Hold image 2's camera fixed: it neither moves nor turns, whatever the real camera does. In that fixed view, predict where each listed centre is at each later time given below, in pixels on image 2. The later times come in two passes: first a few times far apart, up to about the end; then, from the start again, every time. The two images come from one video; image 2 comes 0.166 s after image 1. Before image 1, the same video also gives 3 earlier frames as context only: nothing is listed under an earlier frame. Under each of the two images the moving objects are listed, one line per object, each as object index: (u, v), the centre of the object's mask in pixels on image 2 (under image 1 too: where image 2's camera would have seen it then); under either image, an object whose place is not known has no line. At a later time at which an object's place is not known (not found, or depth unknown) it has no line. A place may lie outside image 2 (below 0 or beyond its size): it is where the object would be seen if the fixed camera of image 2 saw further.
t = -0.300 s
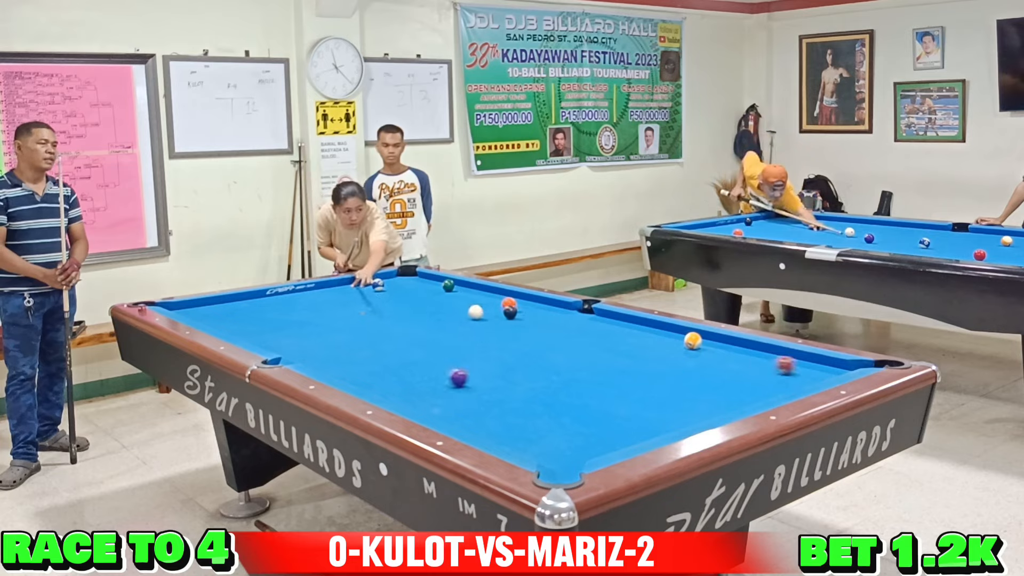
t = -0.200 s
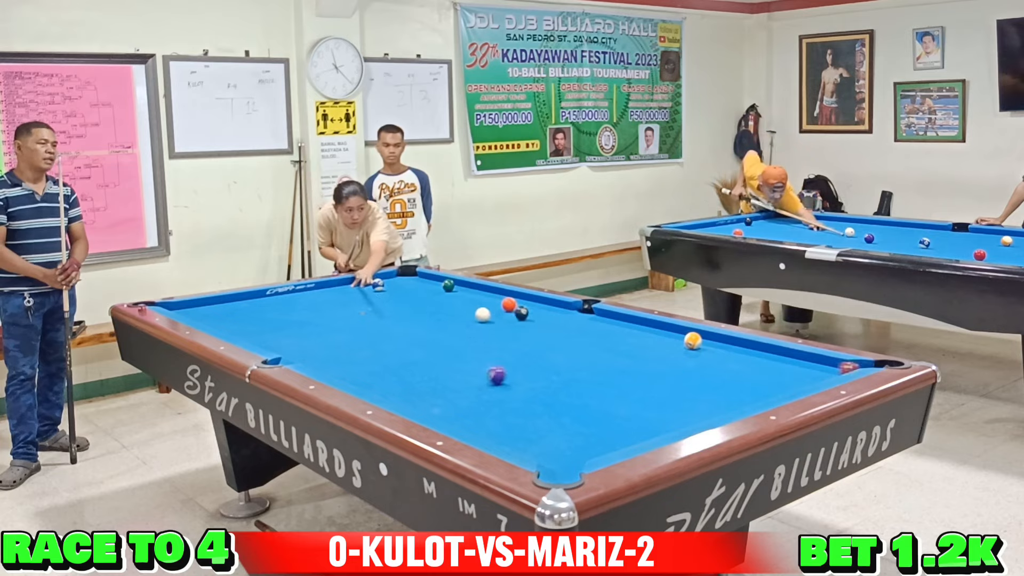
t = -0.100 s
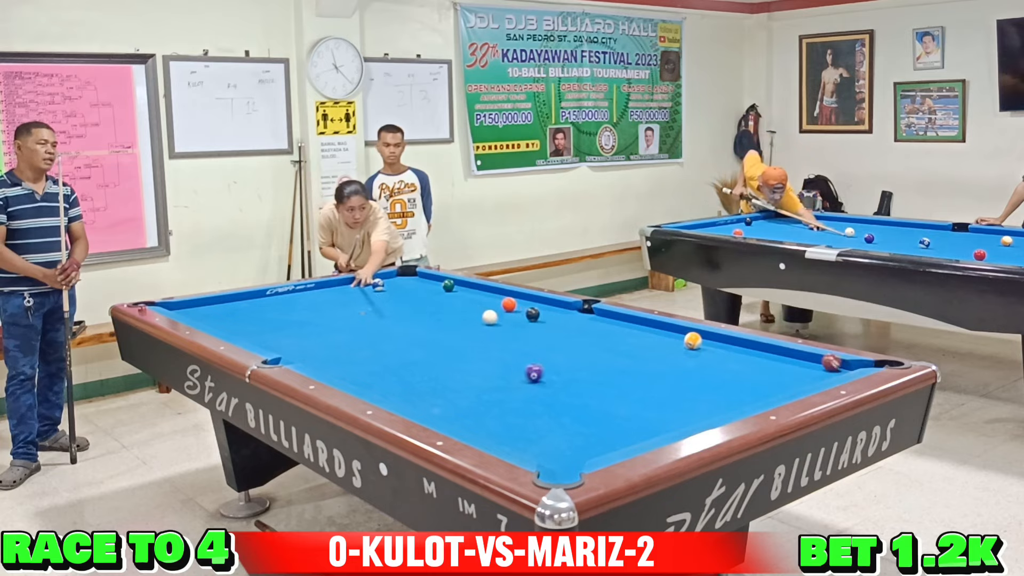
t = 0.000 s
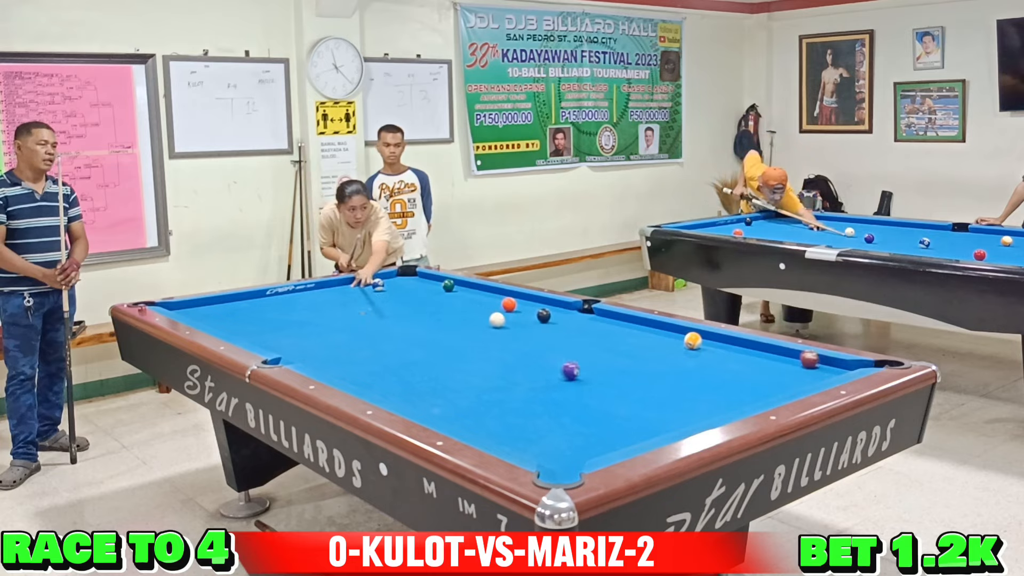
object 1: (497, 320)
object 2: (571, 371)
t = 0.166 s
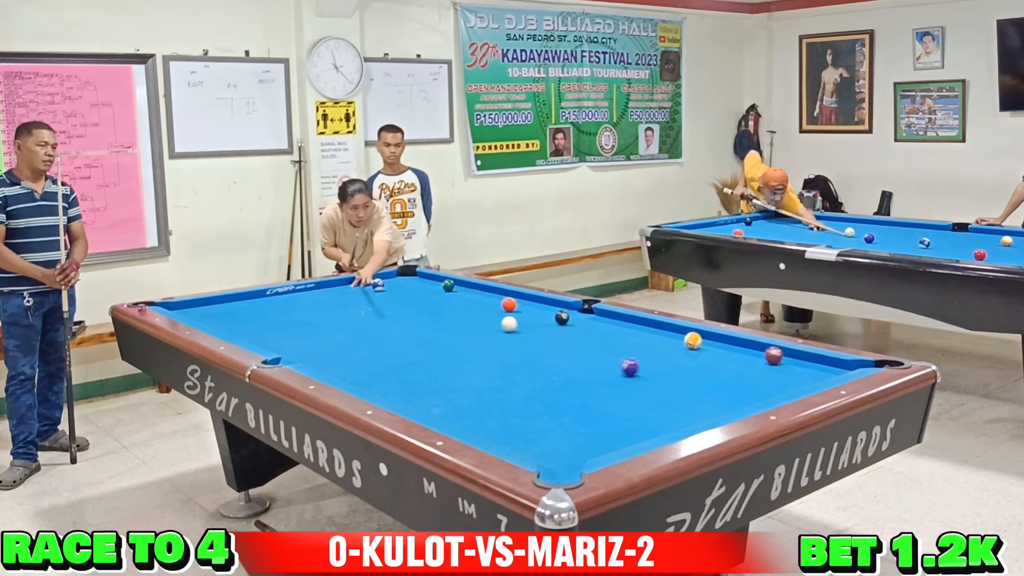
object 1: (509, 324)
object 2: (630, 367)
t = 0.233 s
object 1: (514, 326)
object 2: (653, 366)
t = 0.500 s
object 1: (534, 333)
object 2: (741, 360)
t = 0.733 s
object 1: (551, 339)
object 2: (805, 357)
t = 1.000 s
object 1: (571, 347)
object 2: (795, 366)
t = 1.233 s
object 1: (587, 352)
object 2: (787, 374)
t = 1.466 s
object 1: (605, 359)
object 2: (778, 382)
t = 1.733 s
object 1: (626, 366)
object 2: (768, 390)
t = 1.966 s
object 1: (643, 372)
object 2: (759, 396)
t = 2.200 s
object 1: (659, 379)
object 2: (749, 401)
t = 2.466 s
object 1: (679, 385)
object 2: (731, 405)
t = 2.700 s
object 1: (695, 391)
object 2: (717, 408)
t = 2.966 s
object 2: (705, 411)
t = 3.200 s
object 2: (694, 414)
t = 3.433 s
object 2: (684, 415)
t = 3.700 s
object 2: (676, 417)
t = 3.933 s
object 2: (671, 418)
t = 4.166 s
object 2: (668, 418)
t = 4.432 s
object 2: (667, 419)
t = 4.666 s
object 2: (667, 419)
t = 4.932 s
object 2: (667, 419)
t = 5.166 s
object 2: (667, 419)
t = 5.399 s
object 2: (667, 419)
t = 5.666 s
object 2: (667, 419)
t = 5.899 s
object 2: (667, 419)
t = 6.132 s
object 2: (667, 419)
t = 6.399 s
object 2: (667, 419)
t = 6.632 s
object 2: (667, 419)
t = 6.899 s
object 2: (667, 419)
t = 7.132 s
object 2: (667, 419)
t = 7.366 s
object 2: (667, 419)
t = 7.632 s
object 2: (667, 419)
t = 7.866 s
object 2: (667, 419)
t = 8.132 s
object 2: (667, 419)
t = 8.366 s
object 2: (667, 418)
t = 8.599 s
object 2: (667, 419)
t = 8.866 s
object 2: (667, 419)
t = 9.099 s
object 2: (667, 419)
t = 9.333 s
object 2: (667, 419)
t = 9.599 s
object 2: (667, 419)
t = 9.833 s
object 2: (667, 419)
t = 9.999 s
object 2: (667, 419)
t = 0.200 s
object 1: (511, 325)
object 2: (641, 366)
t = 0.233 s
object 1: (514, 326)
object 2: (653, 366)
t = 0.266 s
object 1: (516, 327)
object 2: (664, 365)
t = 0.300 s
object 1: (519, 328)
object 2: (675, 364)
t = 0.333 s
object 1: (521, 329)
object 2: (687, 363)
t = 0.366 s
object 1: (524, 330)
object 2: (698, 363)
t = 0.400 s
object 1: (526, 330)
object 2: (709, 362)
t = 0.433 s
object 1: (529, 331)
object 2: (720, 361)
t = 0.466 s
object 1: (531, 332)
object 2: (731, 361)
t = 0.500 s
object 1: (534, 333)
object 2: (741, 360)
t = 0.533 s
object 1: (536, 334)
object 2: (752, 360)
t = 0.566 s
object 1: (539, 335)
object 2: (763, 359)
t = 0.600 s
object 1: (541, 336)
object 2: (774, 358)
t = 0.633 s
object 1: (544, 337)
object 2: (784, 358)
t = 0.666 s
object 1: (546, 337)
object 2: (794, 357)
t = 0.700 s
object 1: (549, 338)
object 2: (805, 357)
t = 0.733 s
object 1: (551, 339)
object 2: (805, 357)
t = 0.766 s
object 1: (554, 340)
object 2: (804, 359)
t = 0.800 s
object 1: (556, 341)
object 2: (802, 360)
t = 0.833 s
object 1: (559, 342)
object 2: (801, 361)
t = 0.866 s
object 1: (561, 343)
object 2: (800, 362)
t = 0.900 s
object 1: (564, 344)
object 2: (799, 363)
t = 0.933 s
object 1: (566, 345)
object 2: (797, 364)
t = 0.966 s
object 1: (569, 345)
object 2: (796, 365)
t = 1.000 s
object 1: (571, 347)
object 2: (795, 366)
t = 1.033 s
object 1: (574, 347)
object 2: (794, 368)
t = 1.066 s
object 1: (575, 348)
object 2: (793, 368)
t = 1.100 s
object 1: (577, 349)
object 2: (792, 369)
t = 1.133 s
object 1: (580, 350)
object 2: (790, 370)
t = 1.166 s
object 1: (583, 351)
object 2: (789, 371)
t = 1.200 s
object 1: (585, 351)
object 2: (788, 373)
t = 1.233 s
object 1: (587, 352)
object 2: (787, 374)
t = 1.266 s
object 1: (590, 353)
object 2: (785, 375)
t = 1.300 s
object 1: (593, 354)
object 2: (784, 376)
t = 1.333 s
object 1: (595, 355)
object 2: (783, 377)
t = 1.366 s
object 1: (598, 356)
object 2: (782, 378)
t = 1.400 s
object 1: (600, 357)
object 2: (780, 380)
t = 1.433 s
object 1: (603, 358)
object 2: (779, 381)
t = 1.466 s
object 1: (605, 359)
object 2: (778, 382)
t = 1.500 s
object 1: (608, 360)
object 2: (777, 383)
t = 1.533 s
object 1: (610, 361)
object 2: (776, 384)
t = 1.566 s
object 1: (613, 362)
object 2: (774, 385)
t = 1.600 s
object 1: (615, 362)
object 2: (773, 386)
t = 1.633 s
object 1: (618, 363)
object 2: (772, 387)
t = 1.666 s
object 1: (621, 364)
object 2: (770, 388)
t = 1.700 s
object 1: (623, 365)
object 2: (769, 389)
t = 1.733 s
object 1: (626, 366)
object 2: (768, 390)
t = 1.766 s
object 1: (628, 367)
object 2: (767, 391)
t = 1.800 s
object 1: (630, 368)
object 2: (765, 392)
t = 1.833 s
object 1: (633, 369)
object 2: (764, 392)
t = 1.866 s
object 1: (635, 370)
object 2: (763, 393)
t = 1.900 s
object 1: (638, 371)
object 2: (761, 394)
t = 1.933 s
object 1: (640, 371)
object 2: (760, 395)
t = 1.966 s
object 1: (643, 372)
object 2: (759, 396)
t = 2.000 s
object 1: (645, 373)
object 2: (758, 396)
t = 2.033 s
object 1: (647, 374)
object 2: (756, 397)
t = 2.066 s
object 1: (650, 375)
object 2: (755, 398)
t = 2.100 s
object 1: (652, 376)
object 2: (754, 398)
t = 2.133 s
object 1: (655, 377)
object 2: (752, 399)
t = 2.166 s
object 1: (657, 378)
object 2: (751, 400)
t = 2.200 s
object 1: (659, 379)
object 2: (749, 401)
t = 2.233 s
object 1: (662, 379)
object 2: (747, 401)
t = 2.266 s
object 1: (664, 380)
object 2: (744, 402)
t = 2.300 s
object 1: (667, 381)
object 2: (742, 403)
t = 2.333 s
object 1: (669, 382)
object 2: (740, 403)
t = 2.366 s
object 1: (671, 383)
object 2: (738, 403)
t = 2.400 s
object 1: (674, 384)
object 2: (736, 404)
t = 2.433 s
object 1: (676, 385)
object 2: (733, 405)
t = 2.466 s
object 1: (679, 385)
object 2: (731, 405)
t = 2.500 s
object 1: (681, 386)
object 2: (729, 405)
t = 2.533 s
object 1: (683, 387)
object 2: (727, 406)
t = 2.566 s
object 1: (686, 388)
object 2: (725, 406)
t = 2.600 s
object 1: (688, 389)
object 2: (723, 407)
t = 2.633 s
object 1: (690, 389)
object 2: (721, 407)
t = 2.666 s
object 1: (693, 390)
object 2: (719, 408)
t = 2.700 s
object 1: (695, 391)
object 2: (717, 408)
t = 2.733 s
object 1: (697, 392)
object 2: (715, 409)
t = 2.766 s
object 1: (699, 393)
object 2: (713, 409)
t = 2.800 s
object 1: (701, 393)
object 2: (712, 410)
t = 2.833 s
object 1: (703, 393)
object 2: (710, 410)
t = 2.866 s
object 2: (708, 410)
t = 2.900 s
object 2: (707, 410)
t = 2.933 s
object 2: (705, 411)
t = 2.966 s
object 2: (705, 411)
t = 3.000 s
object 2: (703, 411)
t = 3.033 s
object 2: (701, 412)
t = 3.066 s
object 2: (699, 412)
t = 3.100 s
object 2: (698, 413)
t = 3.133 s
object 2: (696, 413)
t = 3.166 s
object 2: (695, 413)
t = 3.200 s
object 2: (694, 414)
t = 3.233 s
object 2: (692, 414)
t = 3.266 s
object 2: (691, 414)
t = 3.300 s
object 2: (690, 414)
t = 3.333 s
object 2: (688, 415)
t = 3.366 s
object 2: (687, 415)
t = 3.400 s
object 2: (686, 415)
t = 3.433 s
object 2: (684, 415)
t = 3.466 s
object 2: (683, 416)
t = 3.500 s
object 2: (682, 416)
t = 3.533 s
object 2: (681, 416)
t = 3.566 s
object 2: (680, 416)
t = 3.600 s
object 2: (679, 417)
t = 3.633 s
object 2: (678, 417)
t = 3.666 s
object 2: (677, 417)
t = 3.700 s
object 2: (676, 417)
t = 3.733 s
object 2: (675, 417)
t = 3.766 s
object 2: (674, 417)
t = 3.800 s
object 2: (674, 418)
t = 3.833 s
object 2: (673, 418)
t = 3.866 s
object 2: (672, 418)
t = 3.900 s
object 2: (672, 418)
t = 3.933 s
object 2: (671, 418)
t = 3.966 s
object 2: (671, 418)
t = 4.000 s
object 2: (670, 418)
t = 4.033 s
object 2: (669, 418)
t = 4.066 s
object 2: (669, 418)
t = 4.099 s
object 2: (669, 418)
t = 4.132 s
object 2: (668, 418)
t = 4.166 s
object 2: (668, 418)
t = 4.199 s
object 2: (668, 418)
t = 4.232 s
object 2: (668, 419)
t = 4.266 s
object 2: (668, 419)
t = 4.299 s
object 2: (667, 419)
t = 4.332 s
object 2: (667, 419)
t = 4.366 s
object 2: (667, 419)
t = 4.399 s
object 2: (667, 419)
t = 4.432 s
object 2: (667, 419)
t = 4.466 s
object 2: (667, 419)
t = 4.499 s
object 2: (667, 419)
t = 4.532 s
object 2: (667, 419)
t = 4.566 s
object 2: (667, 419)
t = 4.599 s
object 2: (667, 419)
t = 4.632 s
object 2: (667, 419)
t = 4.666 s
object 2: (667, 419)
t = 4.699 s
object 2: (667, 419)
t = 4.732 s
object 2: (667, 419)
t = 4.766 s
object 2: (667, 419)
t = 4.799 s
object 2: (667, 419)
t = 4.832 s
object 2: (667, 419)
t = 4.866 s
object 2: (667, 419)
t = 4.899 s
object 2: (667, 419)
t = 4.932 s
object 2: (667, 419)
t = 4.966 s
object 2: (667, 419)
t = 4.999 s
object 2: (667, 419)
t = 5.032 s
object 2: (667, 419)
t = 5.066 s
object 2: (667, 419)
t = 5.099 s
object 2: (667, 419)
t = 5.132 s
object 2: (667, 419)
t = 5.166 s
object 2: (667, 419)
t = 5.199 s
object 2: (667, 419)
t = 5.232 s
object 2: (667, 419)
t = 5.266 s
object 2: (667, 419)
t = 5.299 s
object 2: (667, 419)
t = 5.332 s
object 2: (667, 419)
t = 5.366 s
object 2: (667, 419)
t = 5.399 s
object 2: (667, 419)
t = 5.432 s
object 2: (667, 419)
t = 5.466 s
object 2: (667, 419)
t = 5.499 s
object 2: (667, 419)
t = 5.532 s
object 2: (667, 419)
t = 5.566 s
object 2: (667, 419)
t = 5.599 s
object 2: (667, 419)
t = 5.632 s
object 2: (667, 419)
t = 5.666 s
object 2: (667, 419)
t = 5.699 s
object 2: (667, 419)
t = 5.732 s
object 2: (667, 419)
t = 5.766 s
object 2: (667, 419)
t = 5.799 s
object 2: (667, 419)
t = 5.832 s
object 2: (667, 419)
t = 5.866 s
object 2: (667, 419)
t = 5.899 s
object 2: (667, 419)
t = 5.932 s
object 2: (667, 419)
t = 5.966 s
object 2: (667, 419)
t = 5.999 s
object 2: (667, 419)
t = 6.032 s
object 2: (667, 419)
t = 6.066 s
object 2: (667, 419)
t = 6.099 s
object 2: (667, 419)
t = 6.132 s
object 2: (667, 419)
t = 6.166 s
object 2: (667, 419)
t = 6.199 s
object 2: (667, 419)
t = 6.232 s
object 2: (667, 419)
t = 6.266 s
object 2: (667, 419)
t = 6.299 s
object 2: (667, 419)
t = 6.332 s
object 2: (667, 419)
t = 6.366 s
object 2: (667, 419)
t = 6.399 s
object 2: (667, 419)
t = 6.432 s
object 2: (667, 419)
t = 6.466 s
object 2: (667, 419)
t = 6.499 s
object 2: (667, 419)
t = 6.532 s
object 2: (667, 419)
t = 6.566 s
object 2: (667, 419)
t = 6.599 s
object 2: (667, 419)
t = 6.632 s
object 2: (667, 419)
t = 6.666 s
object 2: (667, 419)
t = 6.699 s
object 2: (667, 419)
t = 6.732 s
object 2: (667, 419)
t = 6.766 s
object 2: (667, 419)
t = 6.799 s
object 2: (667, 419)
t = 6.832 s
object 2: (667, 419)
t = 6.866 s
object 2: (667, 419)
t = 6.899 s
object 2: (667, 419)
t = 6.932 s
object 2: (667, 419)
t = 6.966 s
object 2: (667, 419)
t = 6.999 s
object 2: (667, 419)
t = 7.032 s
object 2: (667, 419)
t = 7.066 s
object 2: (667, 419)
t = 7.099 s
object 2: (667, 419)
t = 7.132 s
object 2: (667, 419)
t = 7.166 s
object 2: (667, 419)
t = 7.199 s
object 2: (667, 419)
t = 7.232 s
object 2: (667, 419)
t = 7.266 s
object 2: (667, 419)
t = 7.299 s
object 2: (667, 419)
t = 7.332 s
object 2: (667, 419)
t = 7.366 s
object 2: (667, 419)
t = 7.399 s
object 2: (667, 419)
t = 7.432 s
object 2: (667, 418)
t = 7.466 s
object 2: (667, 419)
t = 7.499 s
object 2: (667, 419)
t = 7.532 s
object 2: (667, 419)
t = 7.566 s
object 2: (667, 419)
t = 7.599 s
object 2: (667, 419)
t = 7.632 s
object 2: (667, 419)
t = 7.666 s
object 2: (667, 419)
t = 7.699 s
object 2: (667, 419)
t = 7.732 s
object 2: (667, 419)
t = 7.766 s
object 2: (667, 419)
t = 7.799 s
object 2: (667, 419)
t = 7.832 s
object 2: (667, 419)
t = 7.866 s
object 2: (667, 419)
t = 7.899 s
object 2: (667, 419)
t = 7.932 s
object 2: (667, 419)
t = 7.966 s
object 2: (667, 419)
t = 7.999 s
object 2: (667, 419)
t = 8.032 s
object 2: (667, 419)
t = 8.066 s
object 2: (667, 419)
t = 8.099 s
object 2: (667, 418)
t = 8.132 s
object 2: (667, 419)
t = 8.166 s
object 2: (667, 418)
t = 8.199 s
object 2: (667, 418)
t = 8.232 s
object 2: (667, 419)
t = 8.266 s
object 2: (667, 418)
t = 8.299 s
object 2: (667, 418)
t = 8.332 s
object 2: (667, 418)
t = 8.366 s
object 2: (667, 418)
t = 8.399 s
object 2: (667, 419)
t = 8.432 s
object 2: (667, 418)
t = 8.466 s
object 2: (667, 419)
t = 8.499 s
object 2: (667, 418)
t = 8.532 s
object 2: (667, 419)
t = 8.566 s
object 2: (667, 419)
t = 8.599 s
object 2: (667, 419)
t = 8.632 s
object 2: (667, 419)
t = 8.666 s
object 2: (667, 419)
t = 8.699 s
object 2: (667, 419)
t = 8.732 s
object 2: (667, 419)
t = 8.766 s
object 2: (667, 419)
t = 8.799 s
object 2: (667, 418)
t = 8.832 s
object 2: (667, 419)
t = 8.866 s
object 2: (667, 419)
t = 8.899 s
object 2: (667, 419)
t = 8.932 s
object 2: (667, 419)
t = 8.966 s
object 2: (667, 419)
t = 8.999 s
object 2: (667, 419)
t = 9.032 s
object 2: (667, 419)
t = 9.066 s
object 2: (667, 419)
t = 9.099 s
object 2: (667, 419)
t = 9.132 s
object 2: (667, 419)
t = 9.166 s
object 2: (667, 419)
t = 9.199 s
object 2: (667, 419)
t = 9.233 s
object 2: (667, 419)
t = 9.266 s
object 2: (667, 419)
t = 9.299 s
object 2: (667, 419)
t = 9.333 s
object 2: (667, 419)
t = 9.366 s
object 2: (667, 418)
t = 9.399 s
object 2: (667, 419)
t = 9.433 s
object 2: (667, 419)
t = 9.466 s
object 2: (667, 419)
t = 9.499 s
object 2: (667, 419)
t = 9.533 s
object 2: (667, 419)
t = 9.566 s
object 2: (667, 419)
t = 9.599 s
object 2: (667, 419)
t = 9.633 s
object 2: (667, 419)
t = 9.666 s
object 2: (667, 419)
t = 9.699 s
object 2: (667, 419)
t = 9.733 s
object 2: (667, 419)
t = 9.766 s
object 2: (667, 419)
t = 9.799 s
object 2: (667, 419)
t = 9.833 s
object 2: (667, 419)
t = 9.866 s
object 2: (667, 419)
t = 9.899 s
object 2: (667, 419)
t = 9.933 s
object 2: (667, 419)
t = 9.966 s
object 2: (667, 419)
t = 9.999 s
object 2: (667, 419)
